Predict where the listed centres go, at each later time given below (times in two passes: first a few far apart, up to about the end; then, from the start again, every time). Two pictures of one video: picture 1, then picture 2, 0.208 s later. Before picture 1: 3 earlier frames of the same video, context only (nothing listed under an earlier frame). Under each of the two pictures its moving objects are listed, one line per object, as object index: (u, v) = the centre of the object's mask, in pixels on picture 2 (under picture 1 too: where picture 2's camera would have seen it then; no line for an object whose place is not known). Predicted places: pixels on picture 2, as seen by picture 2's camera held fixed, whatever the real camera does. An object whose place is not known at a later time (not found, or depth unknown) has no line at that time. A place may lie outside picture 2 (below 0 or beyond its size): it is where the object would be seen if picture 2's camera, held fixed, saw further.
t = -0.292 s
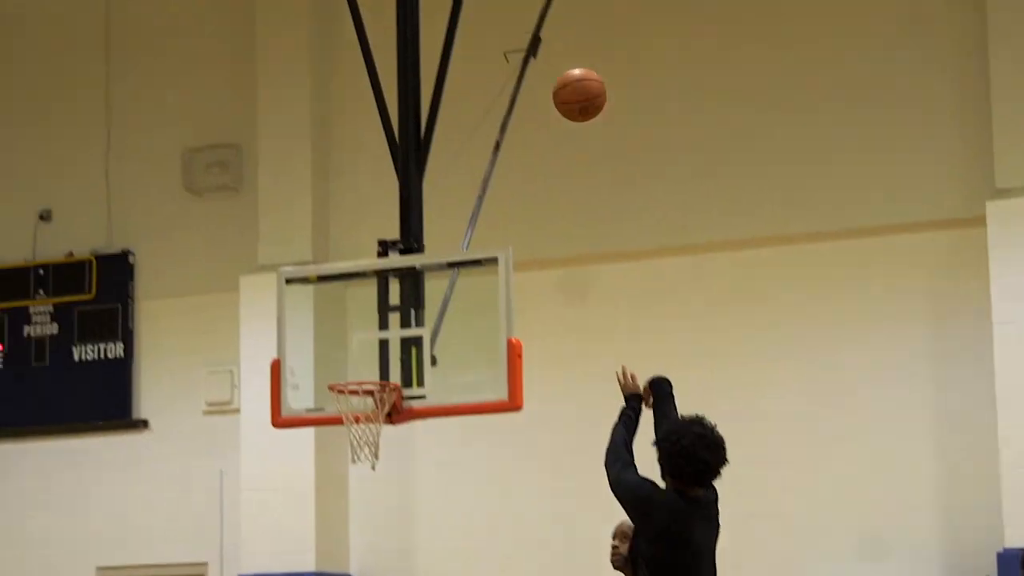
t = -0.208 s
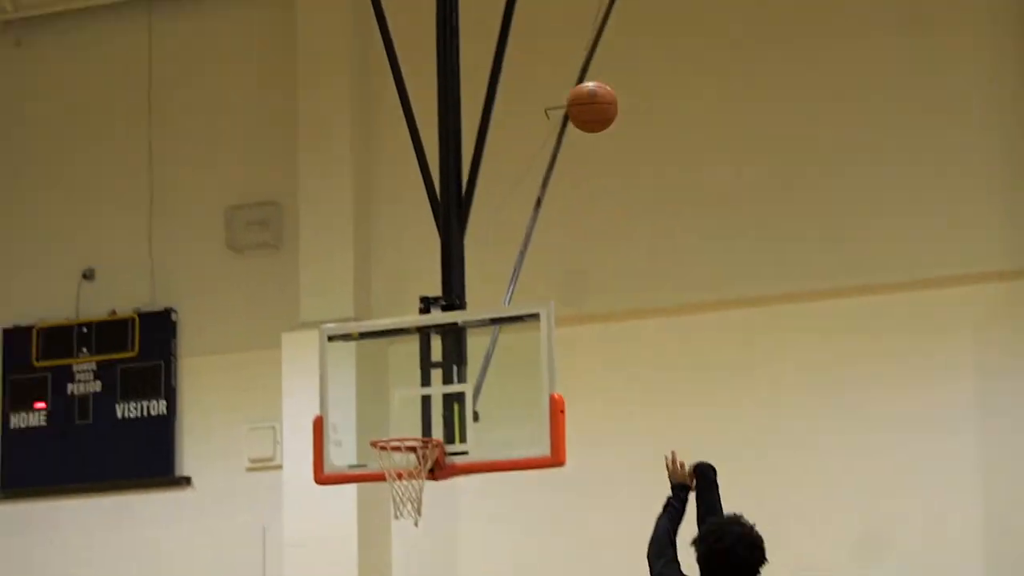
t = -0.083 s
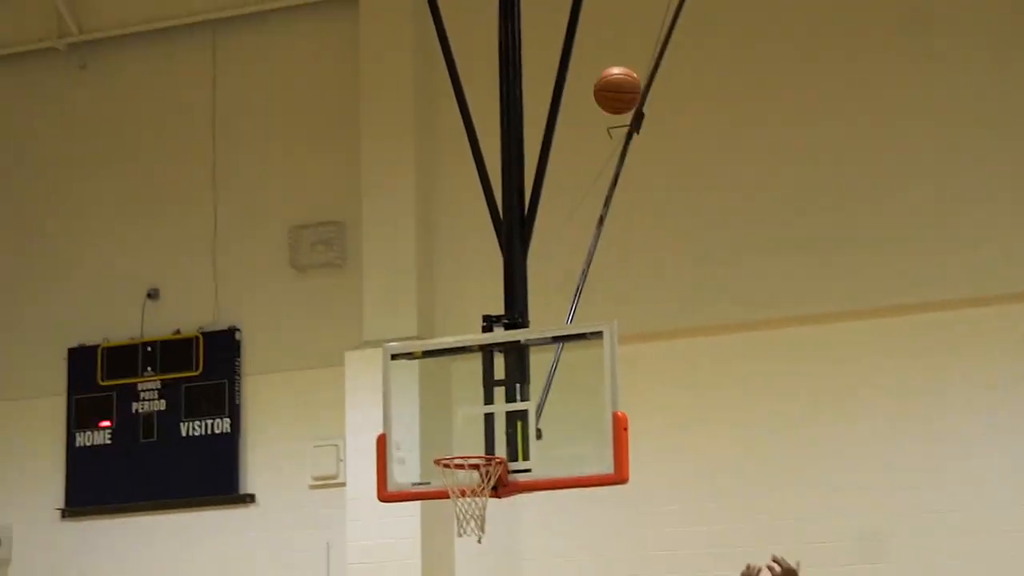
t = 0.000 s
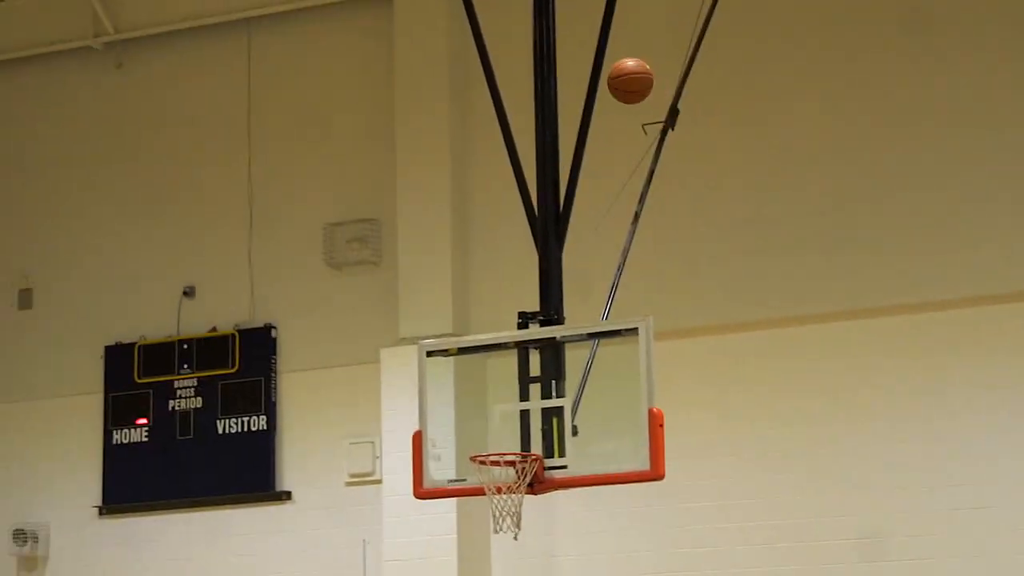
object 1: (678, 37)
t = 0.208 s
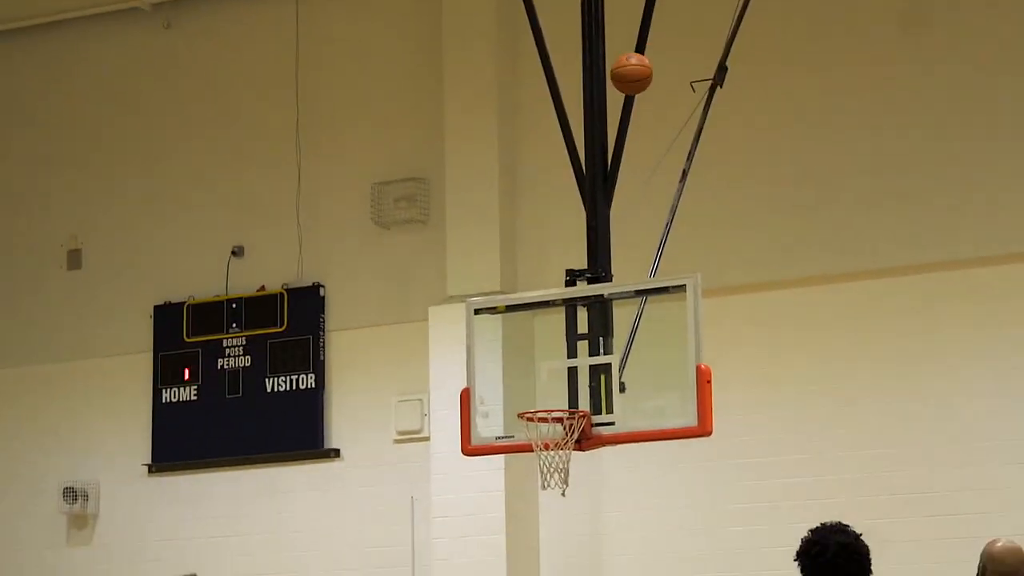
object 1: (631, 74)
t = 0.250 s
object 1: (623, 88)
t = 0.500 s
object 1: (579, 220)
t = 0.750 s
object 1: (544, 416)
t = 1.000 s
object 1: (546, 450)
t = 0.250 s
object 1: (623, 88)
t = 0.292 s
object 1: (614, 105)
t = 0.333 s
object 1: (607, 124)
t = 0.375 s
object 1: (599, 145)
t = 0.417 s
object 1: (592, 169)
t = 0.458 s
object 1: (585, 193)
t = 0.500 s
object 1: (579, 220)
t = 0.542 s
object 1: (572, 248)
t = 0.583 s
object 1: (566, 279)
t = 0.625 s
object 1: (560, 310)
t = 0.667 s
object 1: (555, 344)
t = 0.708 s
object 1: (549, 379)
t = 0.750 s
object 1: (544, 416)
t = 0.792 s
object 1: (540, 444)
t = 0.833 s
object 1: (540, 452)
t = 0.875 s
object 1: (547, 447)
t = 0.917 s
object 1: (544, 444)
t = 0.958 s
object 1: (546, 446)
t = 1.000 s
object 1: (546, 450)
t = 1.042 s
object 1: (545, 460)
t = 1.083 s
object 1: (544, 471)
